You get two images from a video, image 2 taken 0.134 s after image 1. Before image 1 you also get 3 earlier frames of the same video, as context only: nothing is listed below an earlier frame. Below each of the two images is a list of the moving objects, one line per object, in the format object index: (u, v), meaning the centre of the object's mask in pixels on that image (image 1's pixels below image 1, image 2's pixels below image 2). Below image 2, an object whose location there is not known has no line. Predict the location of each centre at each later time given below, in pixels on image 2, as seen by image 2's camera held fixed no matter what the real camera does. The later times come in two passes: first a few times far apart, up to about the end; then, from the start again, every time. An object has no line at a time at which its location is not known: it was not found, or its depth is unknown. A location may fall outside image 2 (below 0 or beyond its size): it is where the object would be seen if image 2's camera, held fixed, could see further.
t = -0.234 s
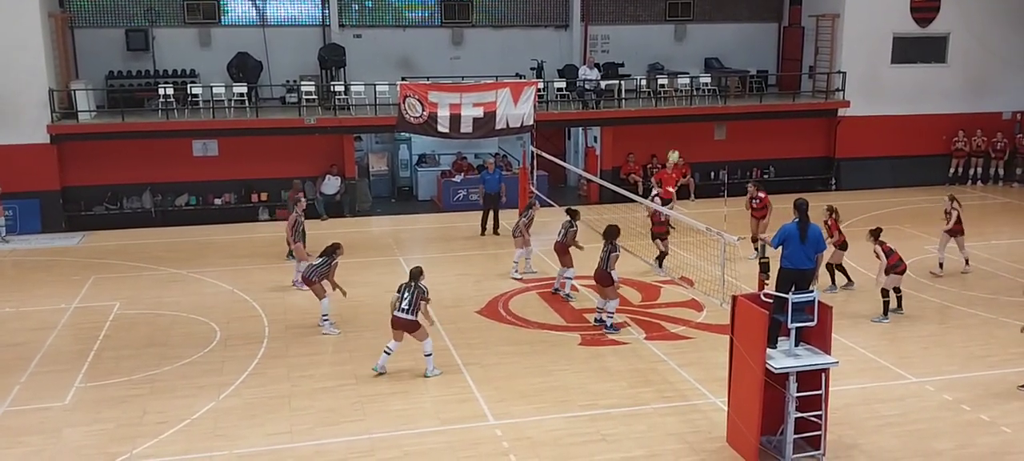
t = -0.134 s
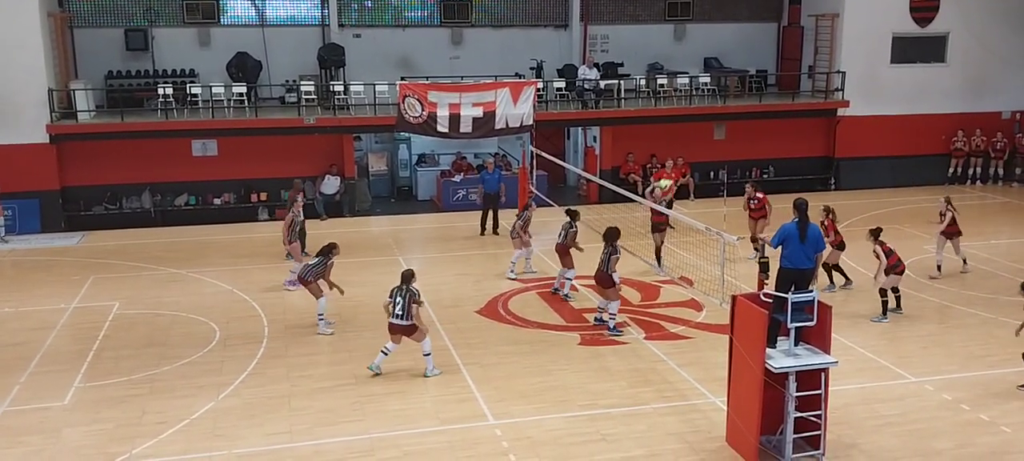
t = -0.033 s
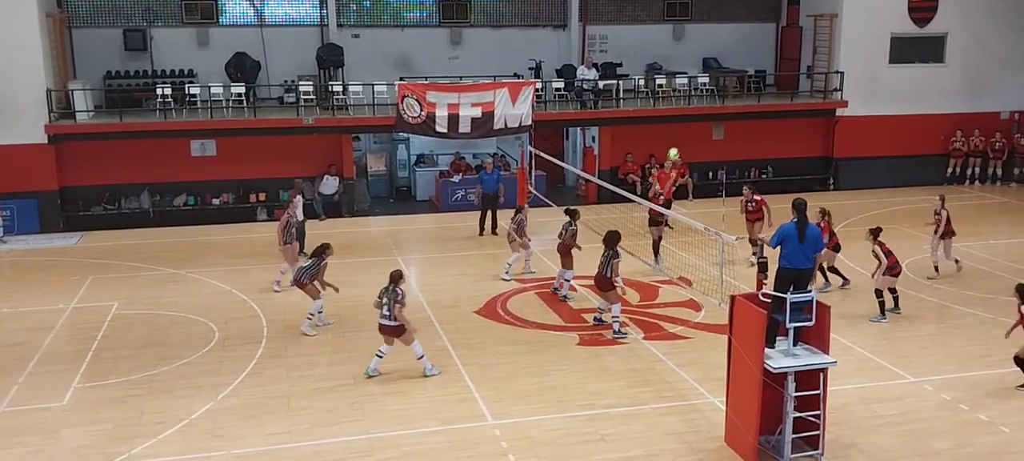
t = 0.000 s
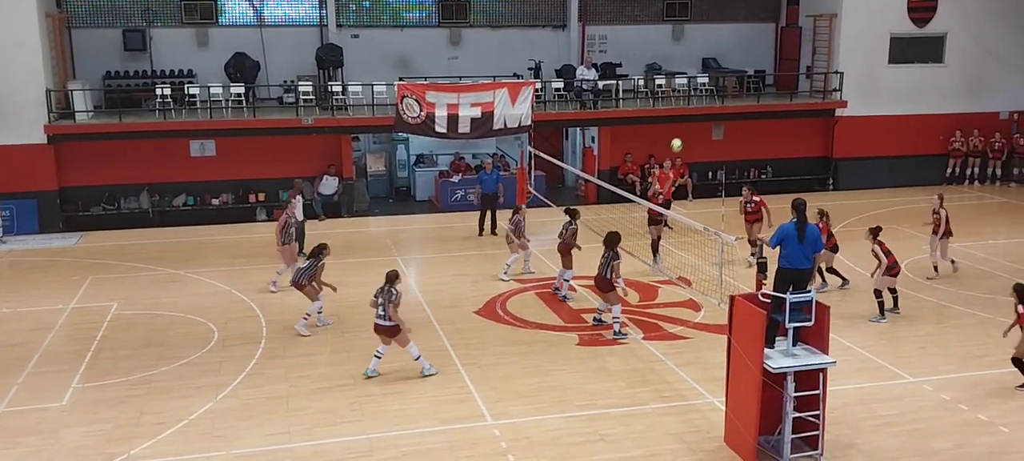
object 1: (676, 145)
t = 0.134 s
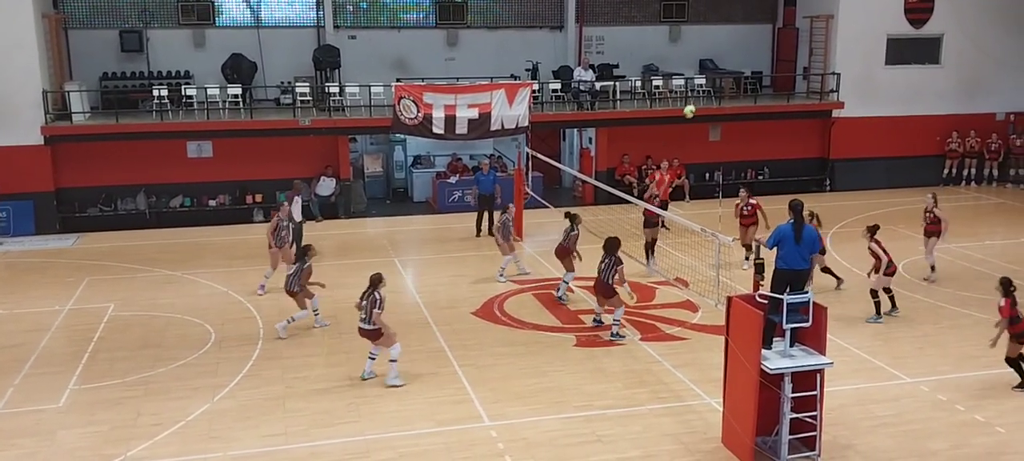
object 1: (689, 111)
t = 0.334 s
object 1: (714, 74)
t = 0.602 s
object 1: (746, 60)
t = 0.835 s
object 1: (777, 87)
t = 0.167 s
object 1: (693, 103)
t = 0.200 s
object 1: (697, 97)
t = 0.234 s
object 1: (702, 90)
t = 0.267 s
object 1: (706, 84)
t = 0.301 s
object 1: (710, 79)
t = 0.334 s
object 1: (714, 74)
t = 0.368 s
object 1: (718, 70)
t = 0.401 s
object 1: (722, 66)
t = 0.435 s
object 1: (726, 64)
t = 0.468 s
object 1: (730, 62)
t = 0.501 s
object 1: (734, 61)
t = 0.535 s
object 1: (738, 60)
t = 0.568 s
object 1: (742, 60)
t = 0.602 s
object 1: (746, 60)
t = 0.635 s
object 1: (751, 61)
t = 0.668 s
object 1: (755, 64)
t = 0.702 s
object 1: (759, 67)
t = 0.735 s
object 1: (765, 71)
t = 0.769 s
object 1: (768, 75)
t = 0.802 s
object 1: (772, 80)
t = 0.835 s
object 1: (777, 87)
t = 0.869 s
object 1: (781, 94)
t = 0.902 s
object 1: (785, 101)
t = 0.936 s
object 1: (789, 110)
